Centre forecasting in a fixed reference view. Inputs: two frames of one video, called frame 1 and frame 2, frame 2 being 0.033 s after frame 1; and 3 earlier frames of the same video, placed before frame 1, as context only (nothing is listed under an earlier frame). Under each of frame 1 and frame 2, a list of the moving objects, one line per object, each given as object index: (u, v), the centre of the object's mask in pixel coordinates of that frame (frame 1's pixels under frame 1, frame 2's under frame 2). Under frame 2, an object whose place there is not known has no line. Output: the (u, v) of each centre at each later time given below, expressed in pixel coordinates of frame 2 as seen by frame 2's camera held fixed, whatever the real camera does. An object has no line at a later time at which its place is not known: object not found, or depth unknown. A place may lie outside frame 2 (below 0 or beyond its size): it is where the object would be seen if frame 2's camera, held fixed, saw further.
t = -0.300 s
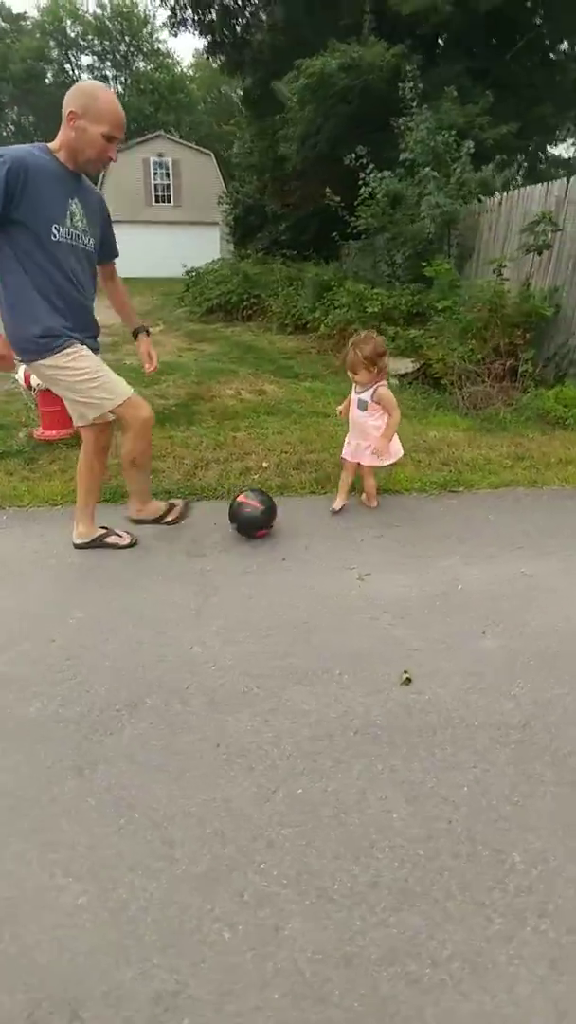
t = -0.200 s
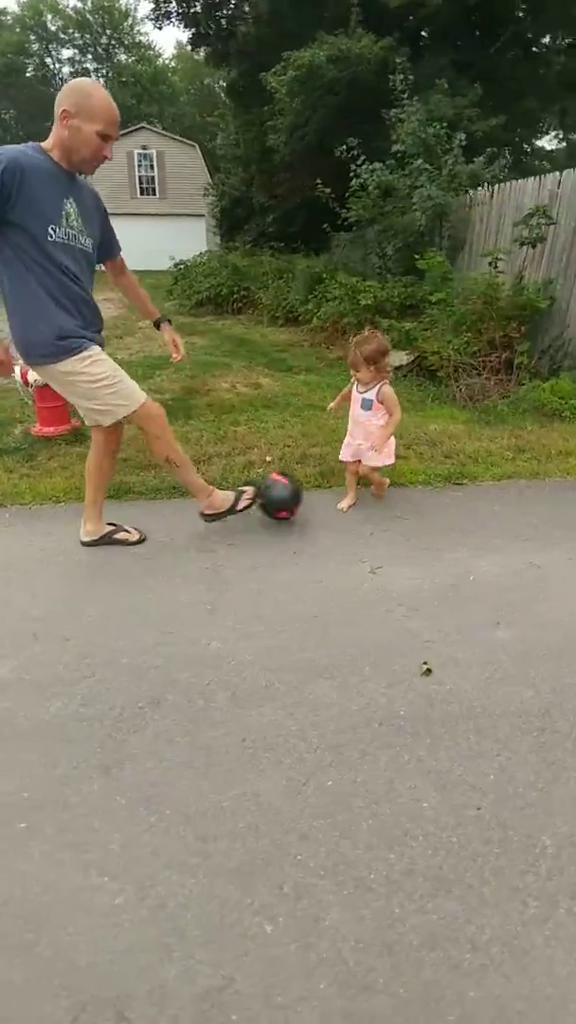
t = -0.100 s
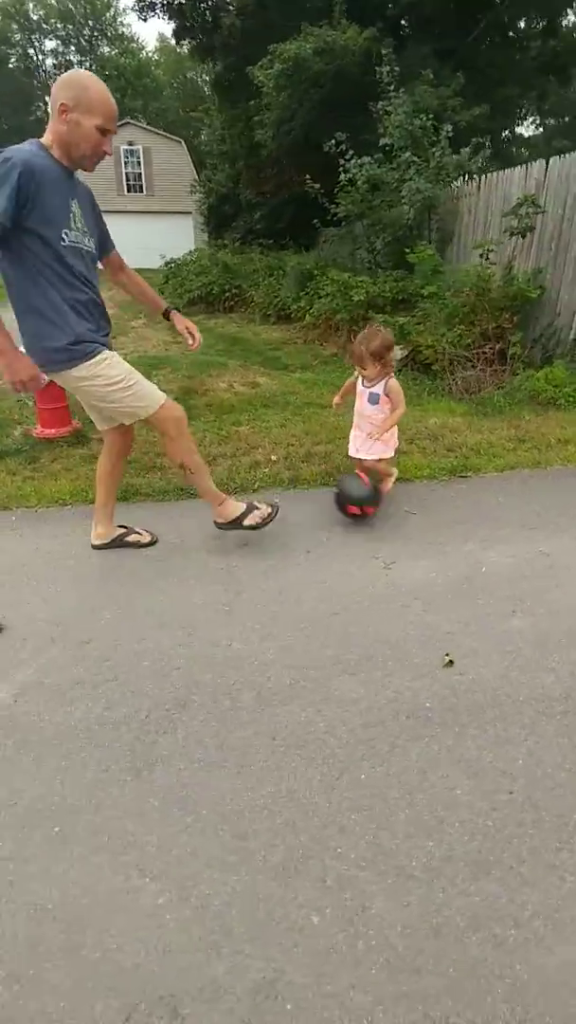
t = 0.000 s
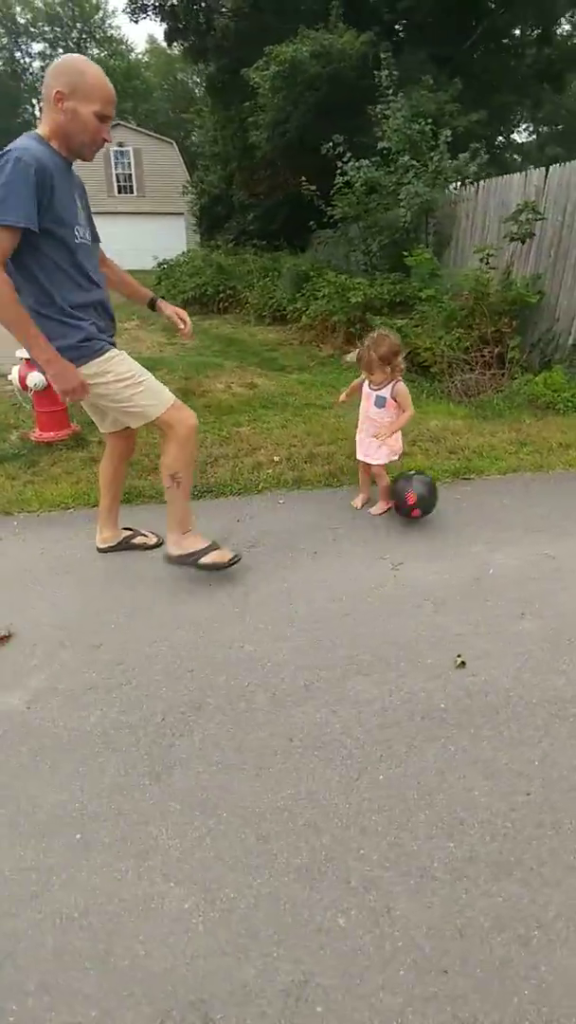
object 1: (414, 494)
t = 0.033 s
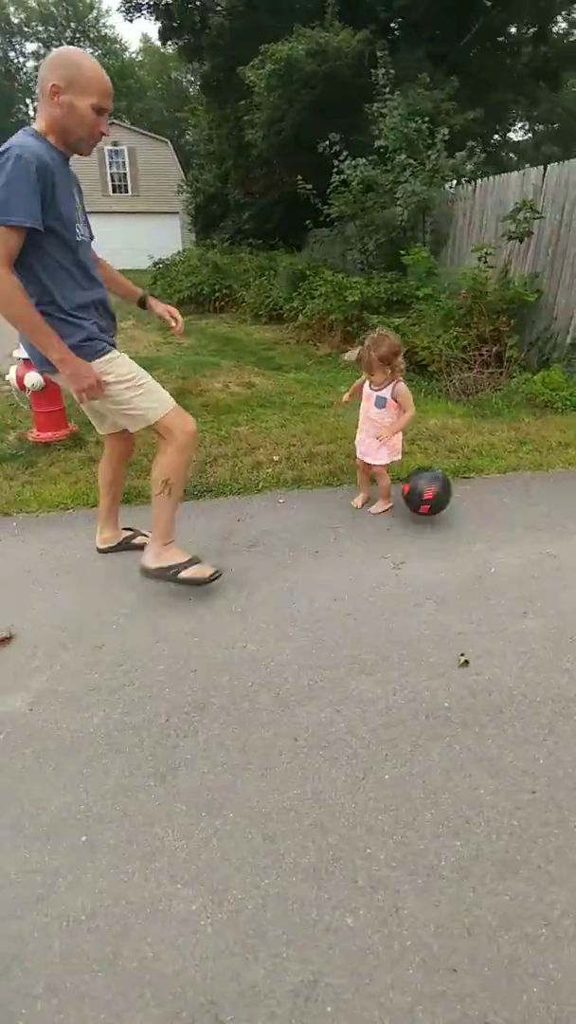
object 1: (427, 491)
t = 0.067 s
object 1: (438, 491)
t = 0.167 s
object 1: (475, 497)
